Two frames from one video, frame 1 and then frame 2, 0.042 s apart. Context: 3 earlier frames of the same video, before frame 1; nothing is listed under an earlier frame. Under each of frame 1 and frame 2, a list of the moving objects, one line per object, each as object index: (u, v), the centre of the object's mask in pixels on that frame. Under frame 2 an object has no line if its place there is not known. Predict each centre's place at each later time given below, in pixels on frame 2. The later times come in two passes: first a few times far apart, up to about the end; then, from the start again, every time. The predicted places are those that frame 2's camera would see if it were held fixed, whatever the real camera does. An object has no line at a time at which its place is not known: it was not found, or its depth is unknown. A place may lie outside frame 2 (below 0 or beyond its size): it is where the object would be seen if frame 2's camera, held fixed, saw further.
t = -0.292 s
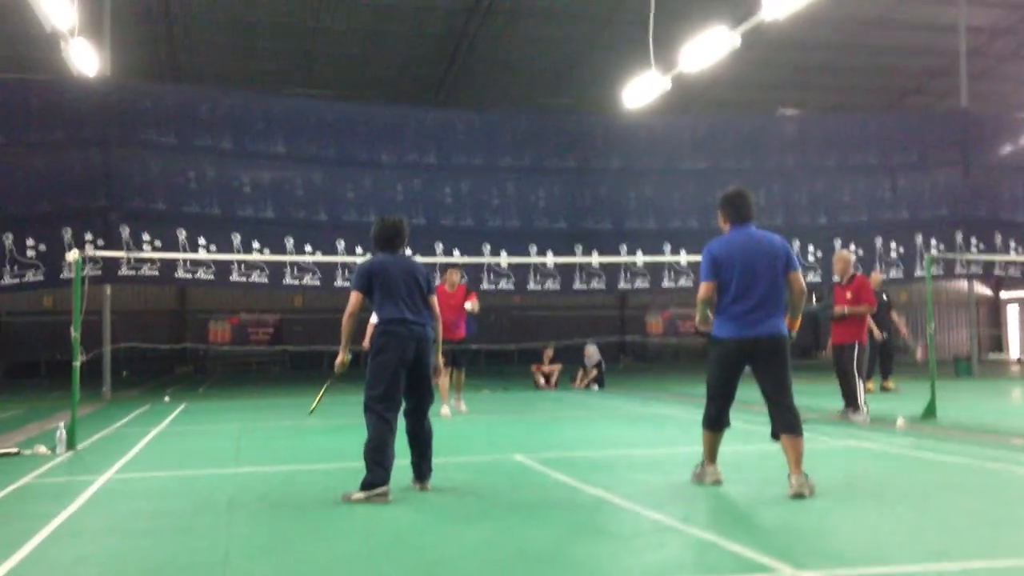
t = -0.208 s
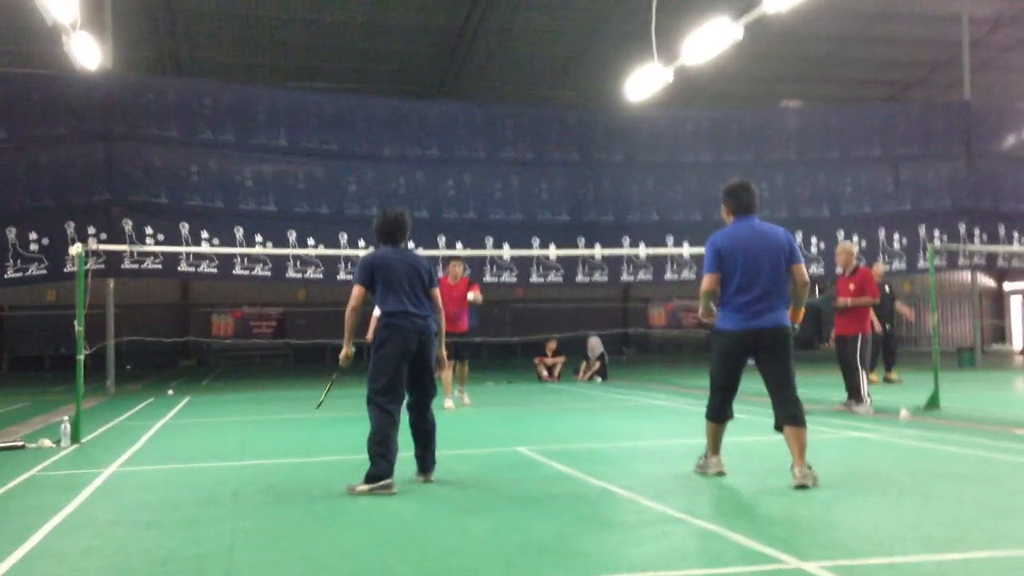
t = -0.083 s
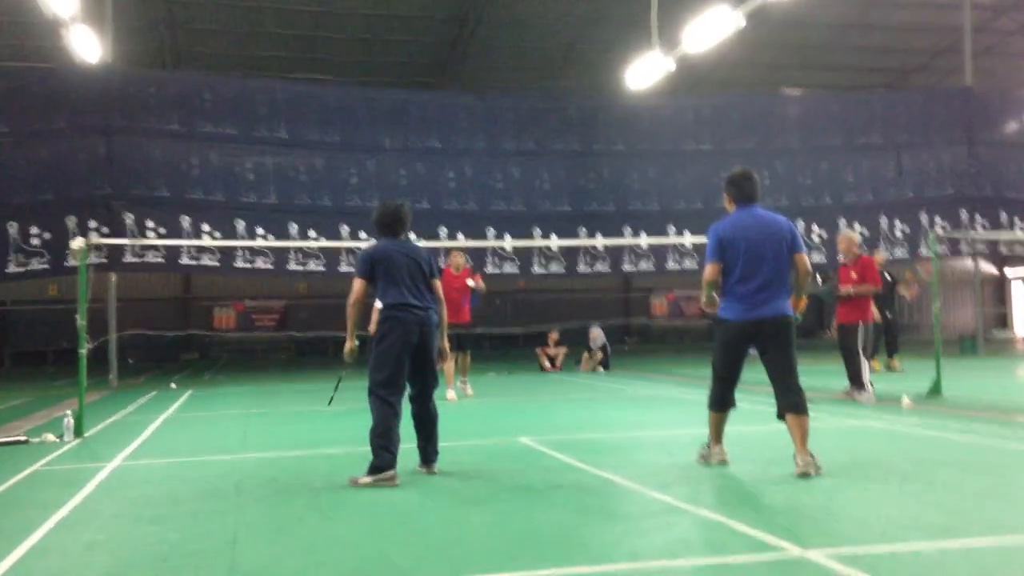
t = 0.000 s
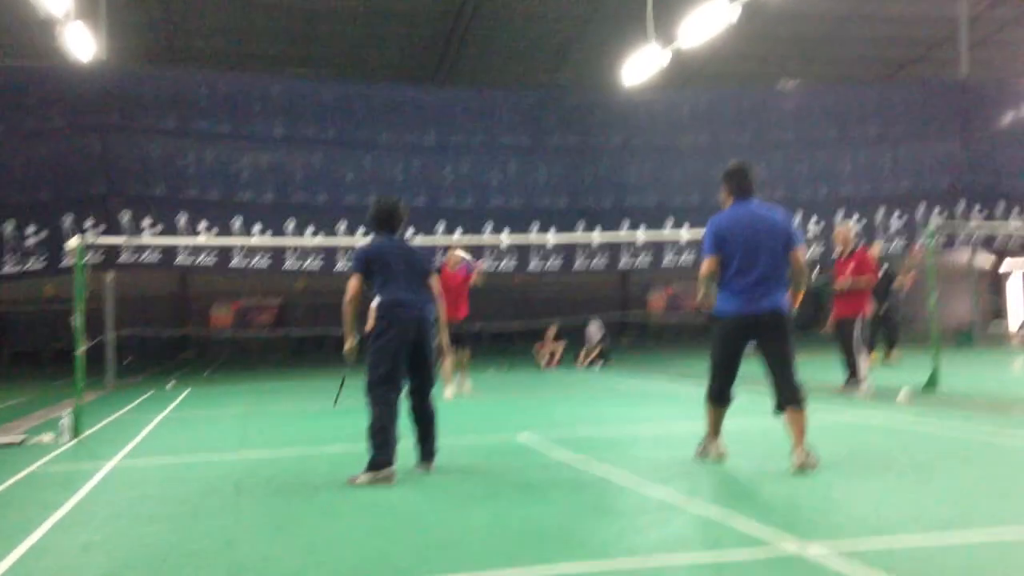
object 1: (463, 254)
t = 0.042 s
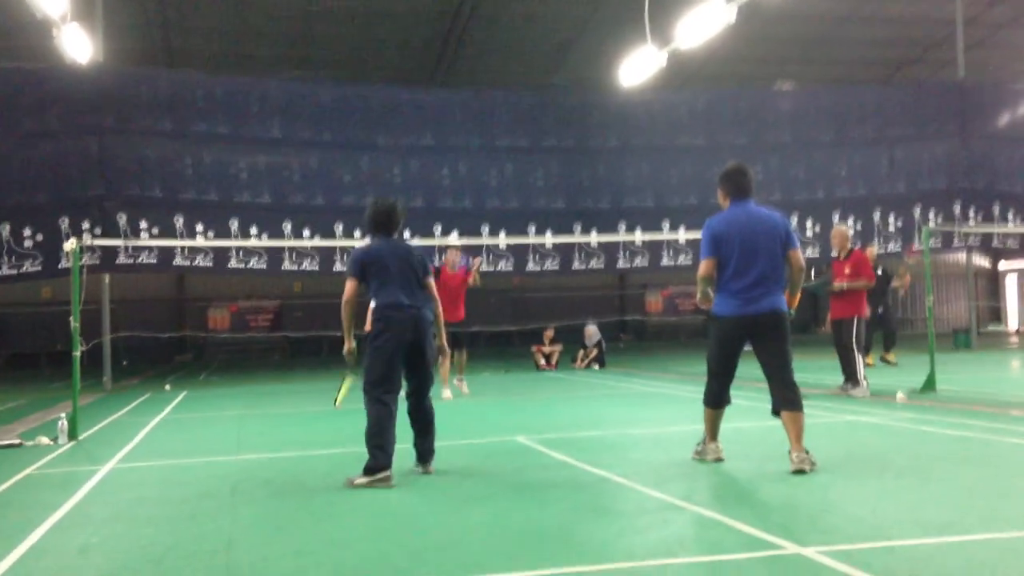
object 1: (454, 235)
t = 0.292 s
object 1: (420, 190)
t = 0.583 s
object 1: (387, 219)
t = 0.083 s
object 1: (446, 228)
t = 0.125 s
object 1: (436, 219)
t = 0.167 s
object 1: (430, 209)
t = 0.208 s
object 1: (426, 201)
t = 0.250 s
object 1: (424, 195)
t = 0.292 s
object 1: (420, 190)
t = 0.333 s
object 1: (415, 187)
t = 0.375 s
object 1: (410, 187)
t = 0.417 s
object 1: (405, 188)
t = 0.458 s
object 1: (400, 193)
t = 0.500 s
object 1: (395, 199)
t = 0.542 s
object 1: (391, 208)
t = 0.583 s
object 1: (387, 219)
